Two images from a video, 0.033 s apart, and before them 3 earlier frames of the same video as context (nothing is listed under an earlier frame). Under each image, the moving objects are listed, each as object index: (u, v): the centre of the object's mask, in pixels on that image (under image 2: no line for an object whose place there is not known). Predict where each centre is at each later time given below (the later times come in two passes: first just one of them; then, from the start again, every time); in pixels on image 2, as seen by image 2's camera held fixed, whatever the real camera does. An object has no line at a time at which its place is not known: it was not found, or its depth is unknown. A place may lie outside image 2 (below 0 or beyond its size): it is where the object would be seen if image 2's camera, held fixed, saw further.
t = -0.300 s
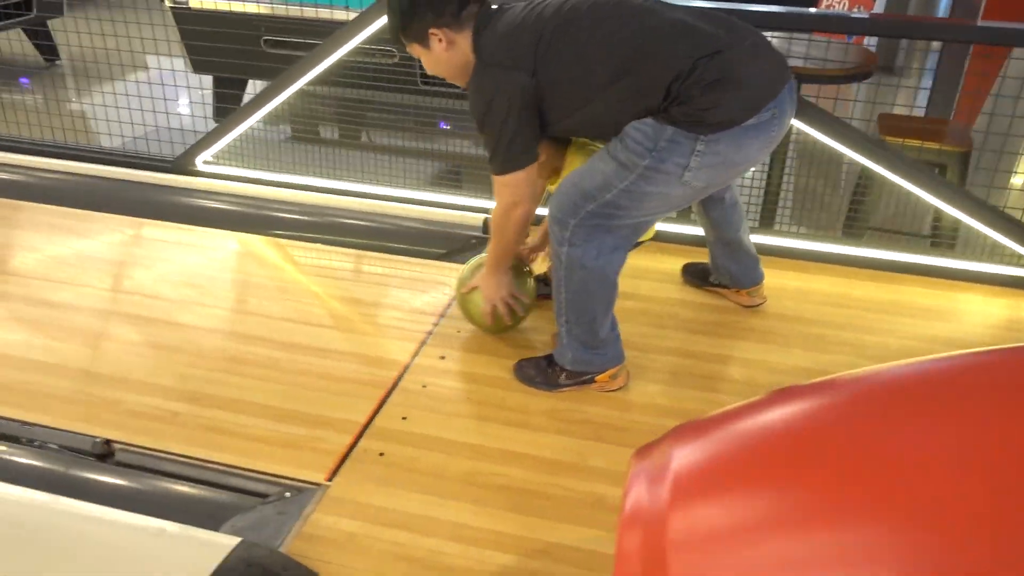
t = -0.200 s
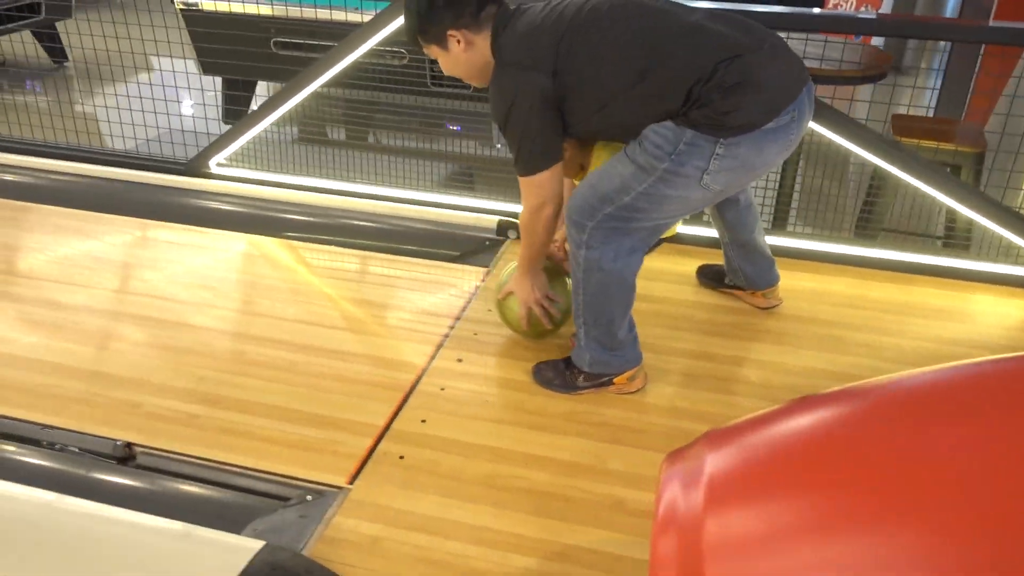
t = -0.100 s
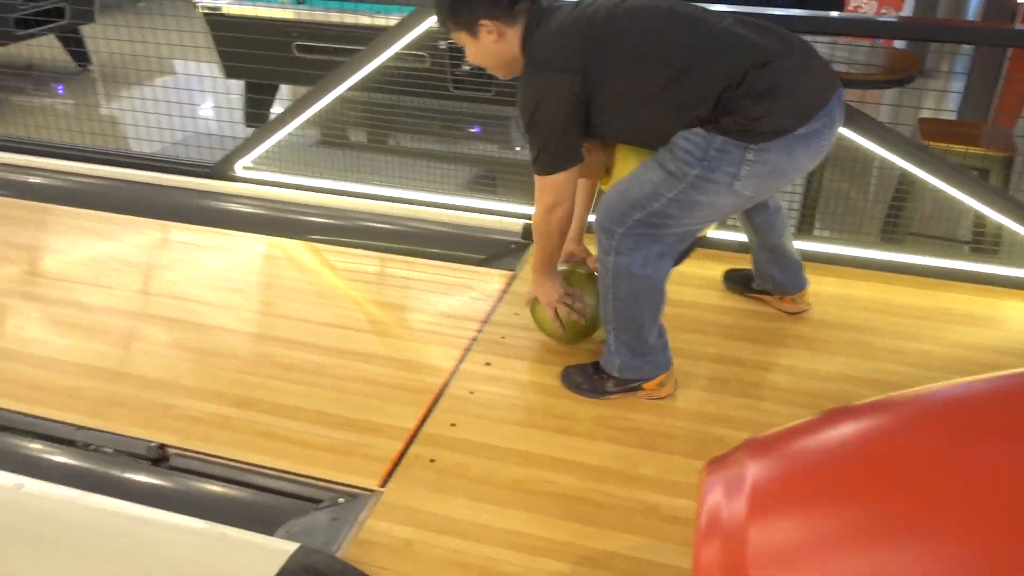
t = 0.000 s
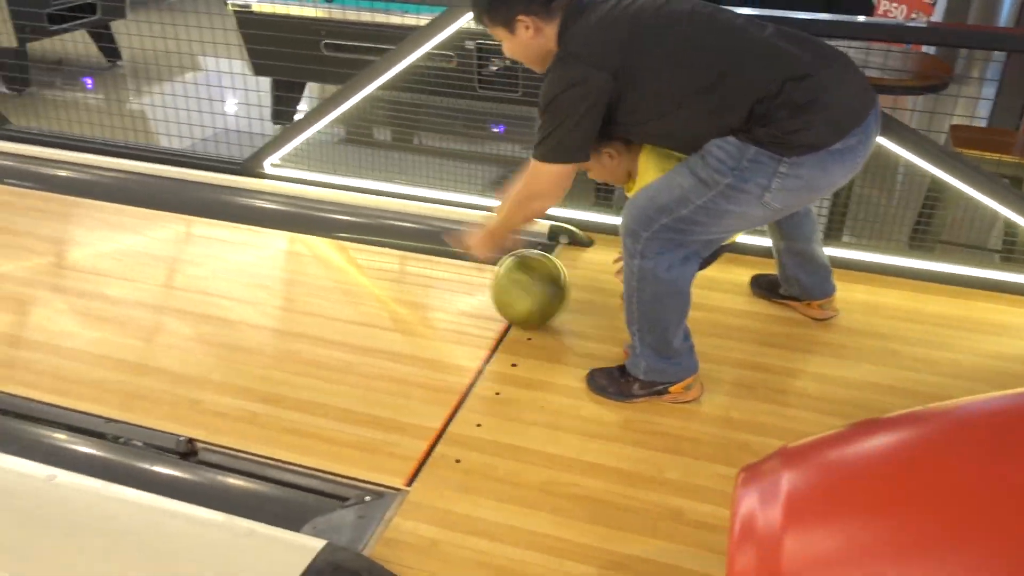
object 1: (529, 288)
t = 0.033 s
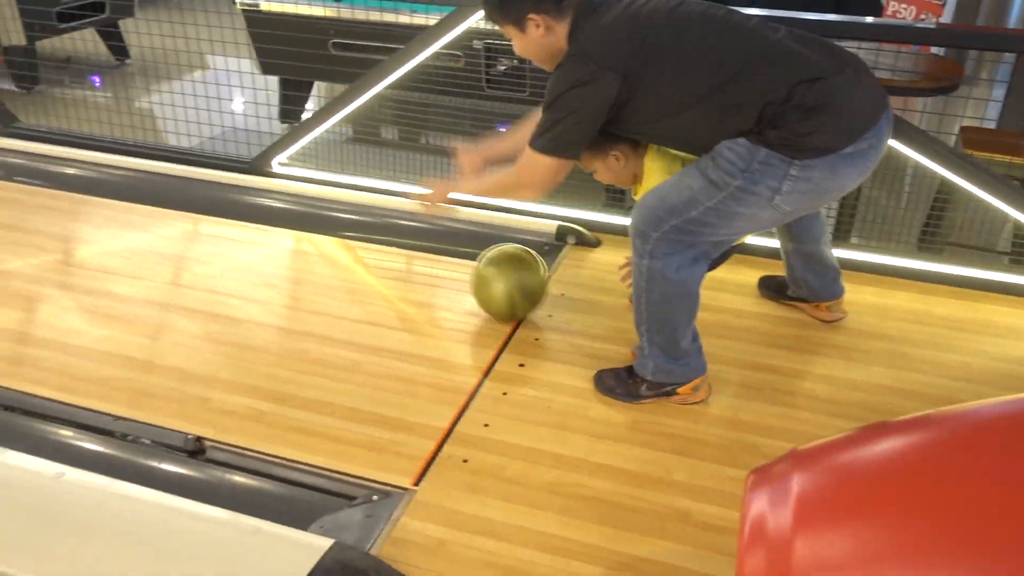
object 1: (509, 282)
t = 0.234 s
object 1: (364, 245)
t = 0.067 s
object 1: (483, 275)
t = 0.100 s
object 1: (458, 269)
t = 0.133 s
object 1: (434, 262)
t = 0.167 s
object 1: (410, 256)
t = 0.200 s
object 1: (387, 250)
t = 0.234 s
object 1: (364, 245)
